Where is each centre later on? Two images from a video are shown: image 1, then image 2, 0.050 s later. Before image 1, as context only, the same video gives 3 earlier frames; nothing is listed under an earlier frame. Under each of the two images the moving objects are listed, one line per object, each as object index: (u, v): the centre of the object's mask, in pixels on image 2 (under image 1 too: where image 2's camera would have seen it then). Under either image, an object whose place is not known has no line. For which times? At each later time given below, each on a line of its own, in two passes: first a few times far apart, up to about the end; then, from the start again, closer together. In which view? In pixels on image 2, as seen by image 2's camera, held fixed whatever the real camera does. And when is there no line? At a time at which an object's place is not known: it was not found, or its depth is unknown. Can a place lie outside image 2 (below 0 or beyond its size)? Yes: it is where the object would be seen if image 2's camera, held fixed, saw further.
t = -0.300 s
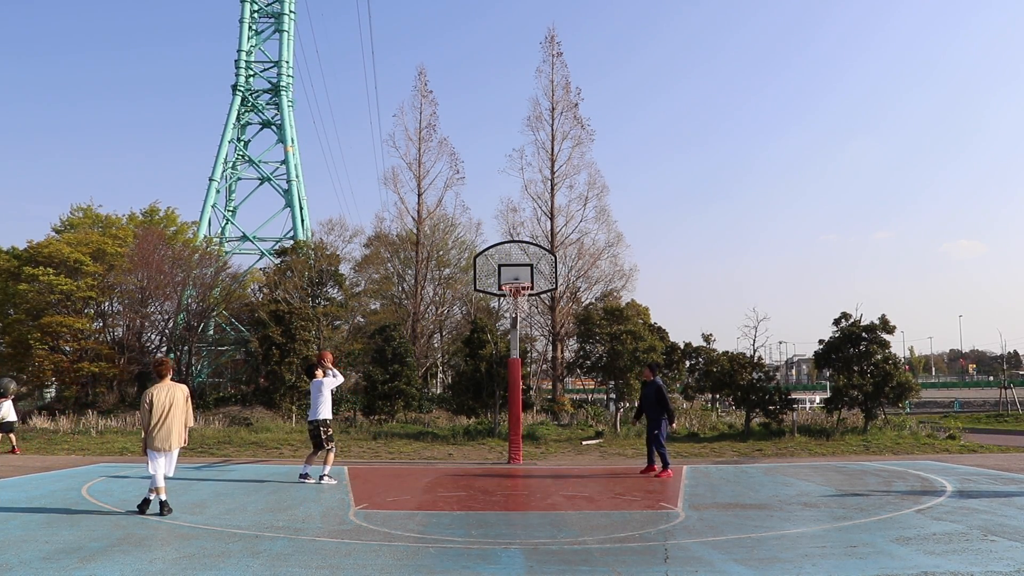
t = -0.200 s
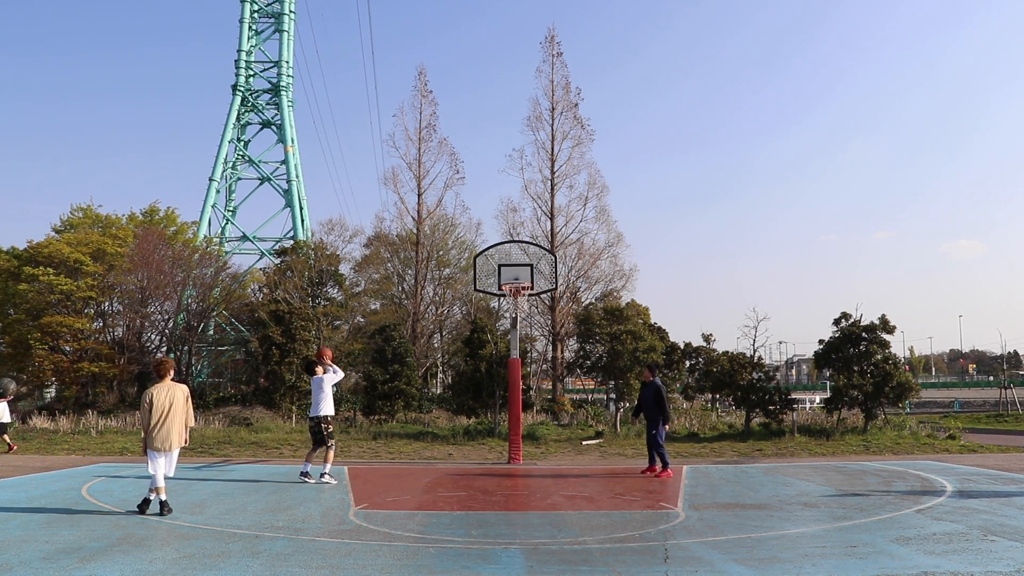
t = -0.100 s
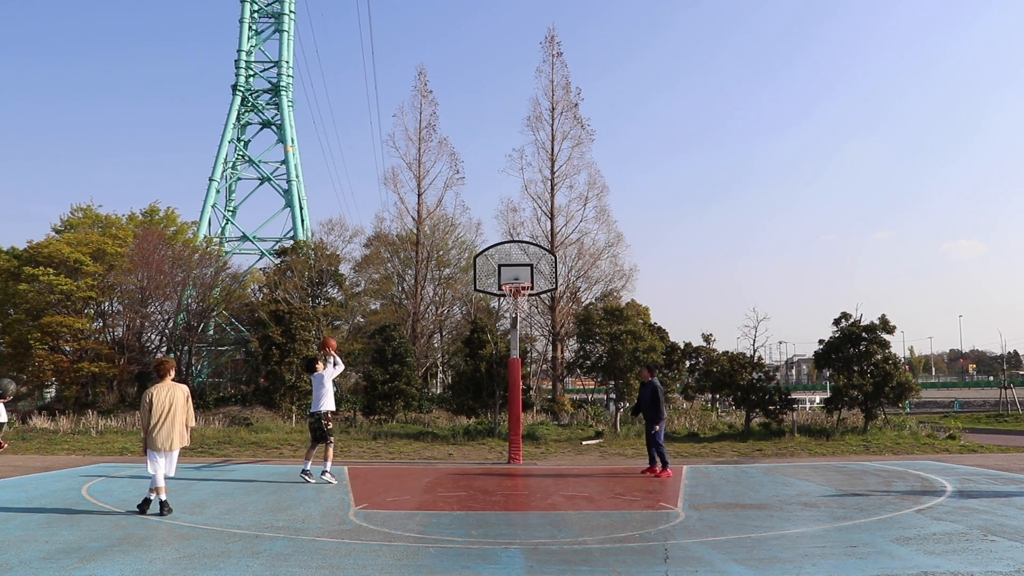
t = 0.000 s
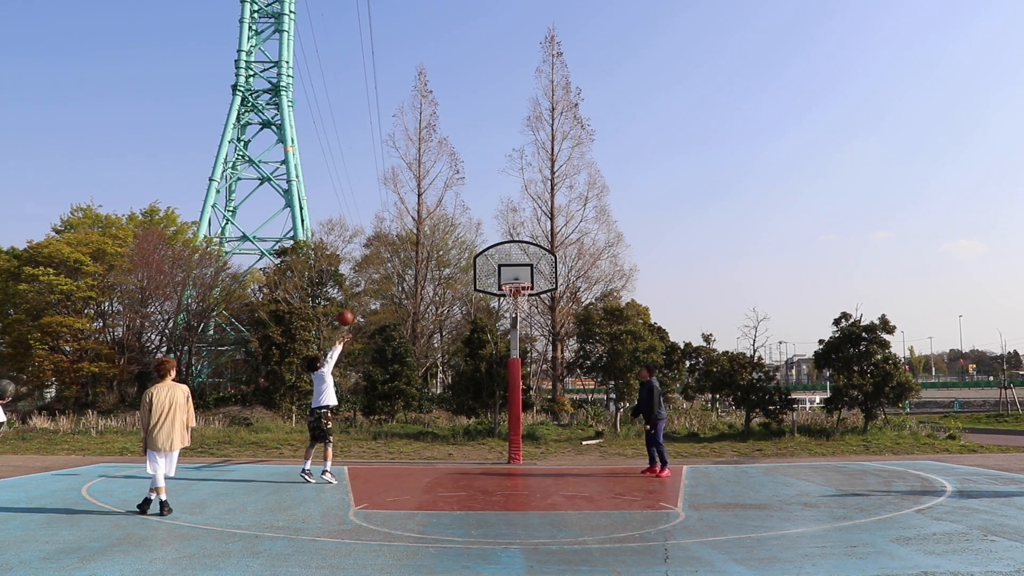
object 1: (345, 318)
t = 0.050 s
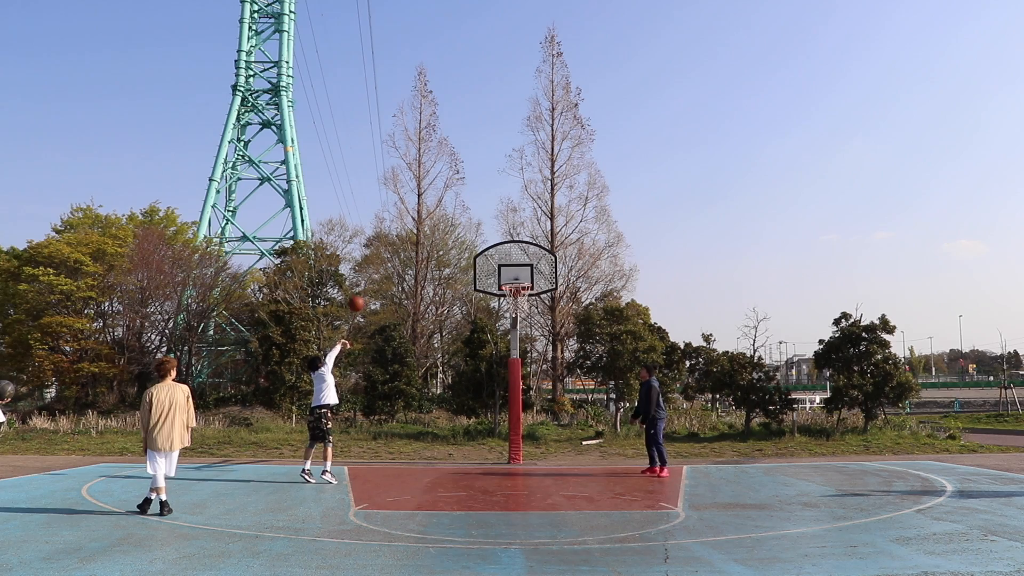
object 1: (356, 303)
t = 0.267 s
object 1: (403, 262)
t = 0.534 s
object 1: (457, 251)
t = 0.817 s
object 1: (509, 276)
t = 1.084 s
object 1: (539, 274)
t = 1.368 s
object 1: (568, 313)
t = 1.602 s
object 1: (593, 379)
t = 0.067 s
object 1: (359, 299)
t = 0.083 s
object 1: (363, 295)
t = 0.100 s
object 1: (367, 291)
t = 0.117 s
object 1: (370, 287)
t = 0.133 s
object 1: (374, 284)
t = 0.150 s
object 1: (378, 280)
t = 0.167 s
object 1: (382, 277)
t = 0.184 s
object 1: (385, 274)
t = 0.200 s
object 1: (389, 271)
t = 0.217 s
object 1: (392, 268)
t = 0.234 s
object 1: (396, 266)
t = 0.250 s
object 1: (400, 264)
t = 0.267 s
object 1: (403, 262)
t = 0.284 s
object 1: (406, 260)
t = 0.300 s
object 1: (410, 258)
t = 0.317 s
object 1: (414, 257)
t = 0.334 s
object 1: (417, 255)
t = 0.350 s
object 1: (421, 254)
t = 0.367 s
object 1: (424, 253)
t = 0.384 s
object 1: (427, 252)
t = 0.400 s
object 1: (430, 251)
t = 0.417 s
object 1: (434, 250)
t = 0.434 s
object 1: (437, 250)
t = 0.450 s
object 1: (440, 250)
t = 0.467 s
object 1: (444, 250)
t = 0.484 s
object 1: (447, 250)
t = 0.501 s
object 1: (451, 250)
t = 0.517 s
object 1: (453, 251)
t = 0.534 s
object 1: (457, 251)
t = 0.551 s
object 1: (460, 252)
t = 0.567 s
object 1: (464, 253)
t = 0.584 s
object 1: (467, 254)
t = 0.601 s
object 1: (470, 255)
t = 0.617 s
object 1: (473, 257)
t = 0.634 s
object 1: (476, 258)
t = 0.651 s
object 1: (480, 260)
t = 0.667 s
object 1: (483, 262)
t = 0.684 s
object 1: (486, 264)
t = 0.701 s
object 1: (490, 266)
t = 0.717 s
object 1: (493, 268)
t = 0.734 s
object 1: (496, 271)
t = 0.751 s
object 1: (499, 274)
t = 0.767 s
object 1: (502, 276)
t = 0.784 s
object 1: (505, 278)
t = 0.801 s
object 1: (507, 277)
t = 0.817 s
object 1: (509, 276)
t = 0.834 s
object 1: (511, 275)
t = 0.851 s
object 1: (513, 273)
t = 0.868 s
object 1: (515, 272)
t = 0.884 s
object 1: (516, 272)
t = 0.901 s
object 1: (518, 271)
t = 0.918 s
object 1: (520, 271)
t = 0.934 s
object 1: (522, 270)
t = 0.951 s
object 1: (524, 270)
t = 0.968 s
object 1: (526, 270)
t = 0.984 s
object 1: (527, 270)
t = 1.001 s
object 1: (529, 271)
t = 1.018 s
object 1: (531, 271)
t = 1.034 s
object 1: (533, 271)
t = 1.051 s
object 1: (535, 272)
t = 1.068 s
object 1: (537, 273)
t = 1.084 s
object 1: (539, 274)
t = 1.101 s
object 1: (541, 275)
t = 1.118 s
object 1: (542, 277)
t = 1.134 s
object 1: (544, 278)
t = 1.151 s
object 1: (546, 280)
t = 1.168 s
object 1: (548, 282)
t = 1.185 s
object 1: (550, 284)
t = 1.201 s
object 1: (552, 286)
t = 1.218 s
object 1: (553, 288)
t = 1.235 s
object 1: (556, 290)
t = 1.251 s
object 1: (557, 293)
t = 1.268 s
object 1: (558, 295)
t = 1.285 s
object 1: (560, 297)
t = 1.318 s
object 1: (563, 303)
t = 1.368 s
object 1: (568, 313)
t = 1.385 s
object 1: (570, 316)
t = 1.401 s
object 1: (572, 320)
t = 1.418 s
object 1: (573, 324)
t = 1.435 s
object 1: (575, 328)
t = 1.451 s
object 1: (577, 333)
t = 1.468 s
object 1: (578, 337)
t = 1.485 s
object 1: (580, 341)
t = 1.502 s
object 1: (582, 346)
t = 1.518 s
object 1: (584, 352)
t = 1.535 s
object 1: (586, 356)
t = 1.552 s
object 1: (587, 362)
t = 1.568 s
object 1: (589, 367)
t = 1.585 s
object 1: (591, 373)
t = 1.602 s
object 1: (593, 379)
